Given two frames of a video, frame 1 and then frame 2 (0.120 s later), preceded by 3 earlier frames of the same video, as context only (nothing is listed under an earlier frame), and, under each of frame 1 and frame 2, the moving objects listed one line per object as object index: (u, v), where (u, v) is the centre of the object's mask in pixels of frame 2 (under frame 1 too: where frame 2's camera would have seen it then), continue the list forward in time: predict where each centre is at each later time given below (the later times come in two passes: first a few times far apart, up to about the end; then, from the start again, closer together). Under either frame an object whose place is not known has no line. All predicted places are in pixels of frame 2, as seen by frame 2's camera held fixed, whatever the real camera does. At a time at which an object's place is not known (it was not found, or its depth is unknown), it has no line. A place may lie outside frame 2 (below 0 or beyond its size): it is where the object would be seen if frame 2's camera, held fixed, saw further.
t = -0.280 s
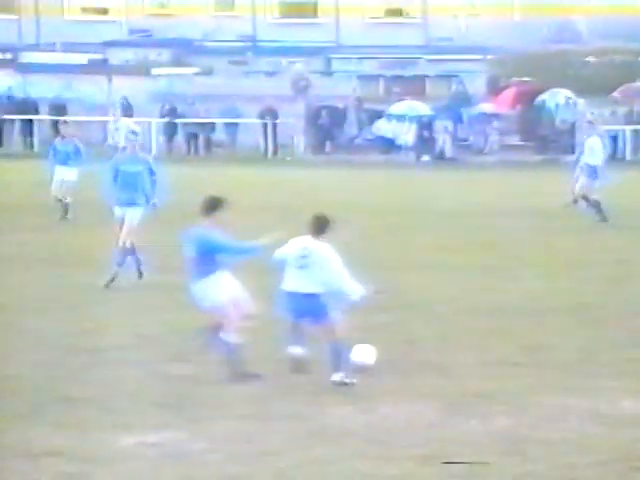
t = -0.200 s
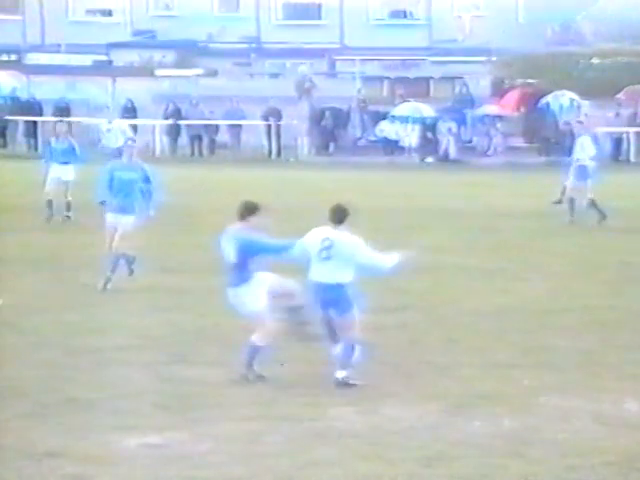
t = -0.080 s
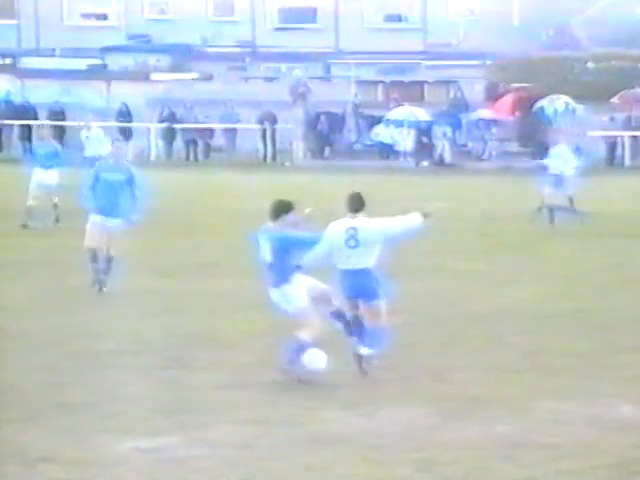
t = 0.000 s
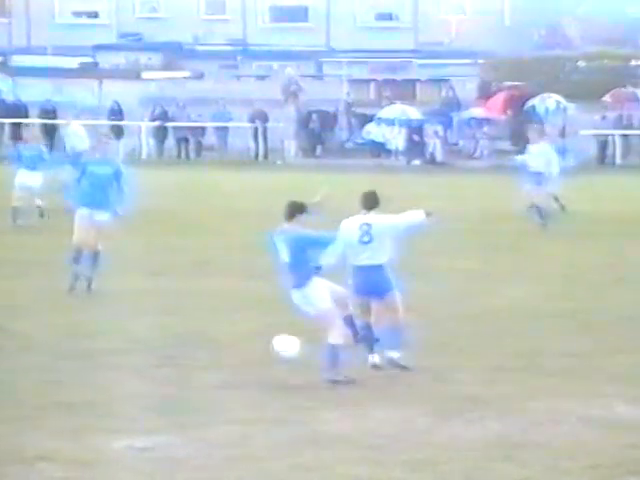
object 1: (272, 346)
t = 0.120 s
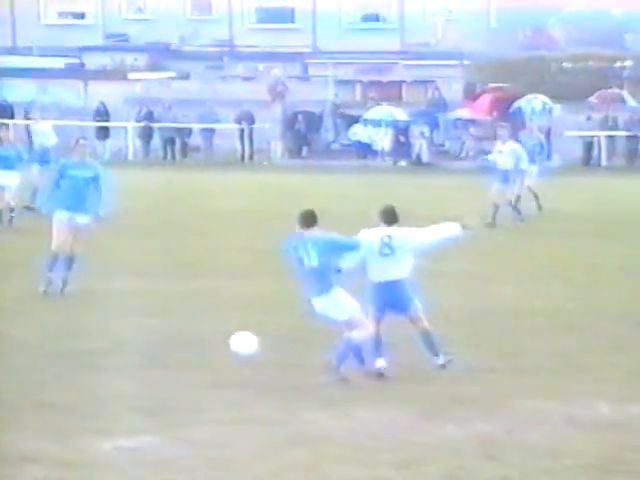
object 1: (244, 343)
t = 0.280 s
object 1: (206, 362)
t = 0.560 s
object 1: (143, 369)
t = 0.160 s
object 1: (234, 345)
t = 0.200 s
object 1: (225, 348)
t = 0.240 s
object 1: (216, 354)
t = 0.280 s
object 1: (206, 362)
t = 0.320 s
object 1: (197, 371)
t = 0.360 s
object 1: (188, 376)
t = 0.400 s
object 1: (179, 371)
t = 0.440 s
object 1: (170, 368)
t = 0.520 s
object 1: (152, 367)
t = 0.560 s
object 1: (143, 369)
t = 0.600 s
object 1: (134, 373)
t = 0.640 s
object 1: (125, 379)
